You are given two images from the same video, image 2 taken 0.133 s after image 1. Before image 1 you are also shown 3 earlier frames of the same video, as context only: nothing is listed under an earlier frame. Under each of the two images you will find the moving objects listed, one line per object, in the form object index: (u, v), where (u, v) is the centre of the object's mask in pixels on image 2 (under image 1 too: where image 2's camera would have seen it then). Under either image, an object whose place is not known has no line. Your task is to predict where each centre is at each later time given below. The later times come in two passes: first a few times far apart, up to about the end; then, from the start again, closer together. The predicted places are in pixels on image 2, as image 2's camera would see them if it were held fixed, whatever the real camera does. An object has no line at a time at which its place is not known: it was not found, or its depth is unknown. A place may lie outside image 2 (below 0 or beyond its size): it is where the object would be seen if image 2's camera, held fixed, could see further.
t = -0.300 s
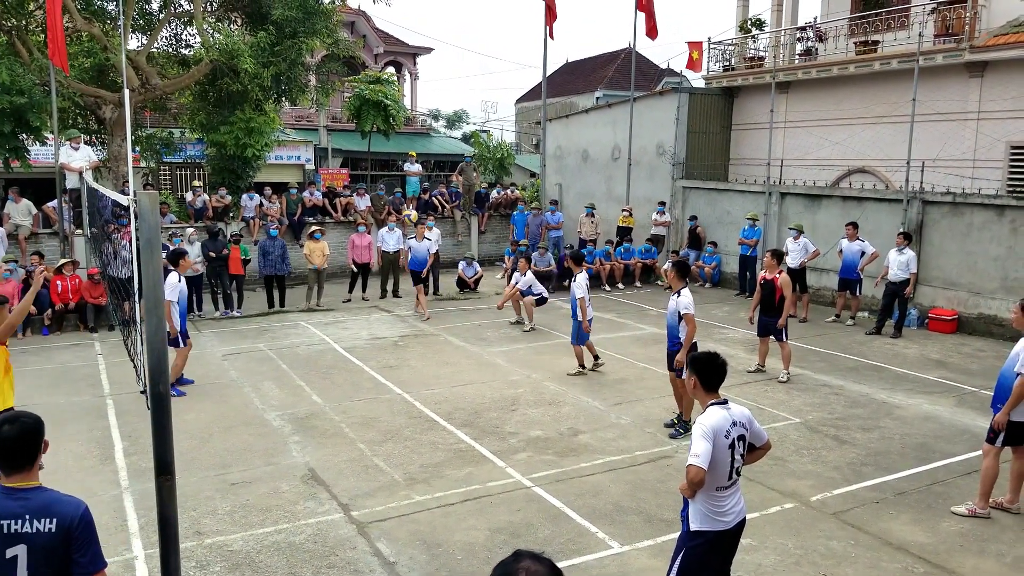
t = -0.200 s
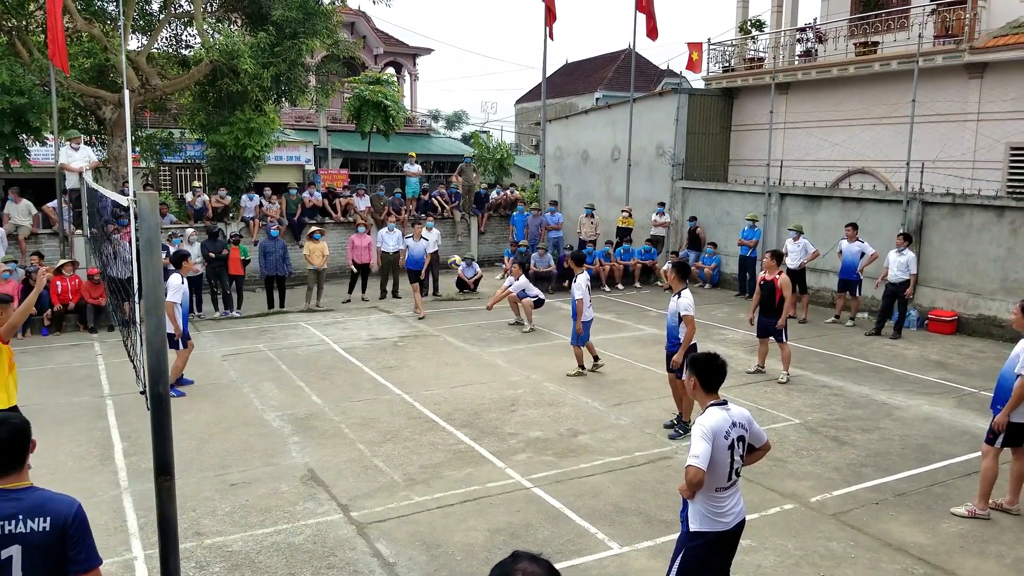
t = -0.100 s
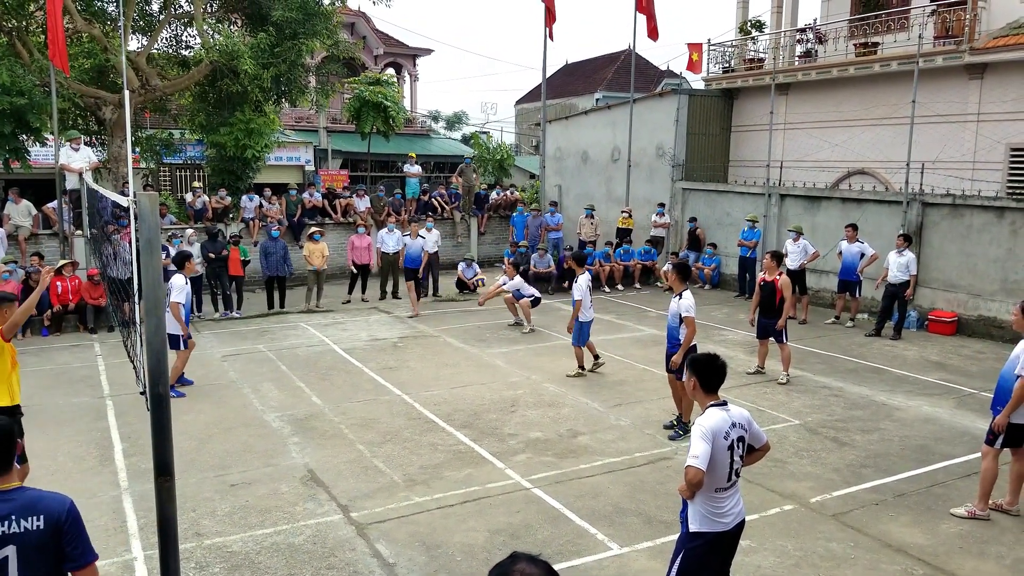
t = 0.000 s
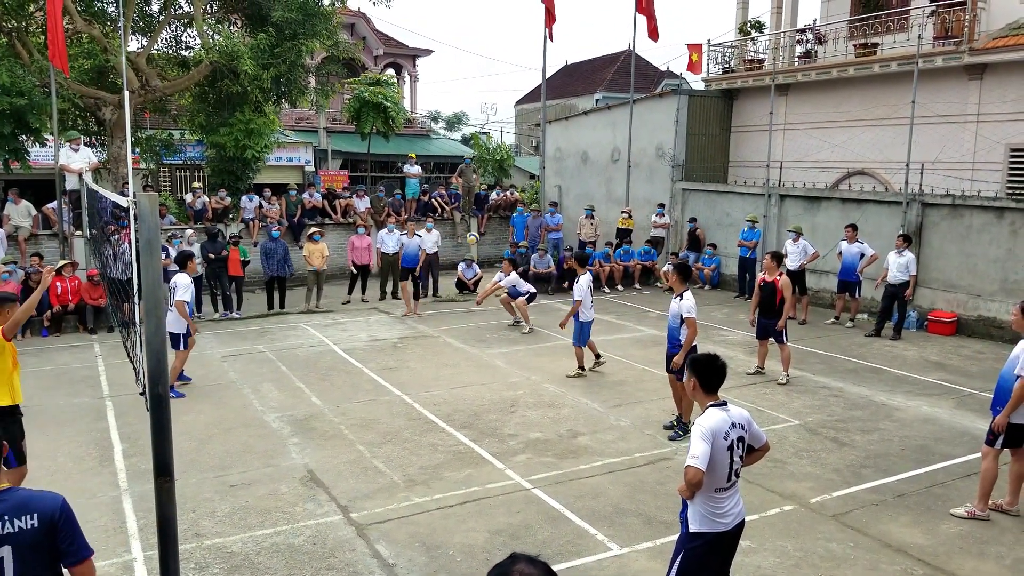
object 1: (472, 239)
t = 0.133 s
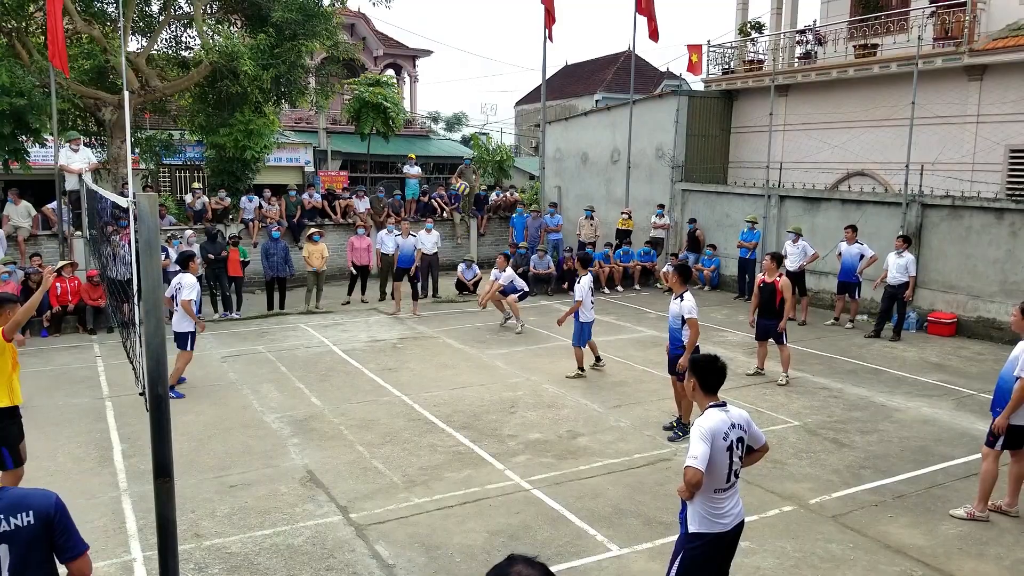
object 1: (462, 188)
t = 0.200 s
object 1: (457, 167)
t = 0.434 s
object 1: (440, 110)
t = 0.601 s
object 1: (429, 91)
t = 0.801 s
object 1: (415, 91)
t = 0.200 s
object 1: (457, 167)
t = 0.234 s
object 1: (455, 156)
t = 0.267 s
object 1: (453, 147)
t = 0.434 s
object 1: (440, 110)
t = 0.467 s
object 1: (438, 105)
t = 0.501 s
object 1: (436, 100)
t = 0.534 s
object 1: (433, 96)
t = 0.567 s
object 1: (431, 93)
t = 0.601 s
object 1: (429, 91)
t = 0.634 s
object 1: (426, 89)
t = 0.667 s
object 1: (424, 88)
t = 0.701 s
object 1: (421, 87)
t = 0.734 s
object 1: (419, 87)
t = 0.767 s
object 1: (417, 89)
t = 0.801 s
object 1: (415, 91)
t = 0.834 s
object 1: (412, 94)
